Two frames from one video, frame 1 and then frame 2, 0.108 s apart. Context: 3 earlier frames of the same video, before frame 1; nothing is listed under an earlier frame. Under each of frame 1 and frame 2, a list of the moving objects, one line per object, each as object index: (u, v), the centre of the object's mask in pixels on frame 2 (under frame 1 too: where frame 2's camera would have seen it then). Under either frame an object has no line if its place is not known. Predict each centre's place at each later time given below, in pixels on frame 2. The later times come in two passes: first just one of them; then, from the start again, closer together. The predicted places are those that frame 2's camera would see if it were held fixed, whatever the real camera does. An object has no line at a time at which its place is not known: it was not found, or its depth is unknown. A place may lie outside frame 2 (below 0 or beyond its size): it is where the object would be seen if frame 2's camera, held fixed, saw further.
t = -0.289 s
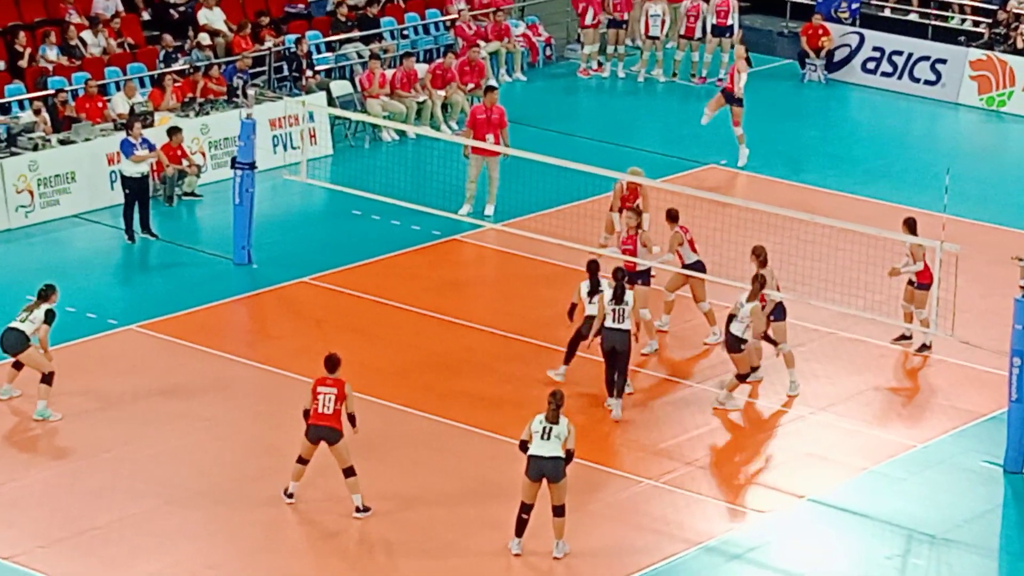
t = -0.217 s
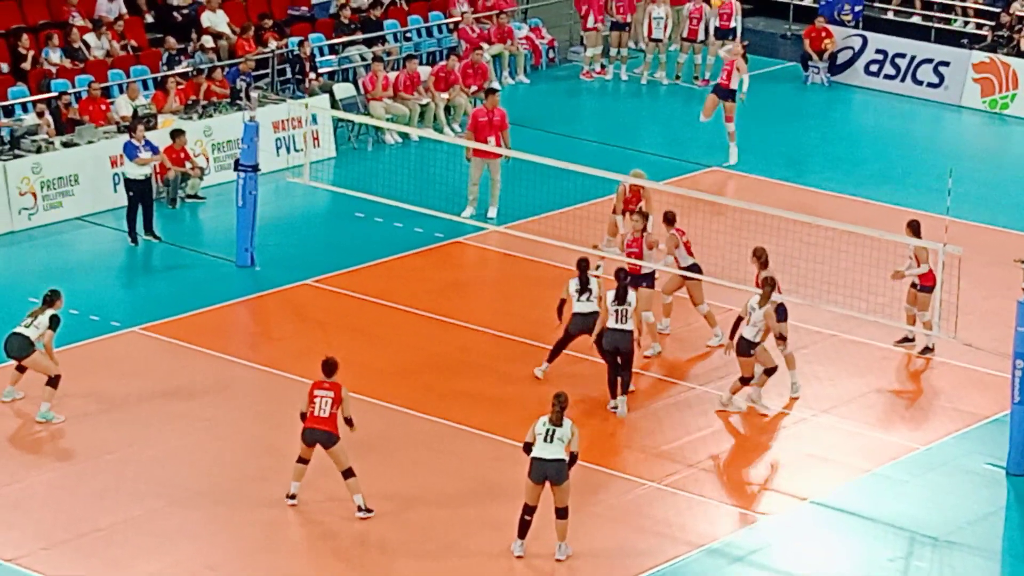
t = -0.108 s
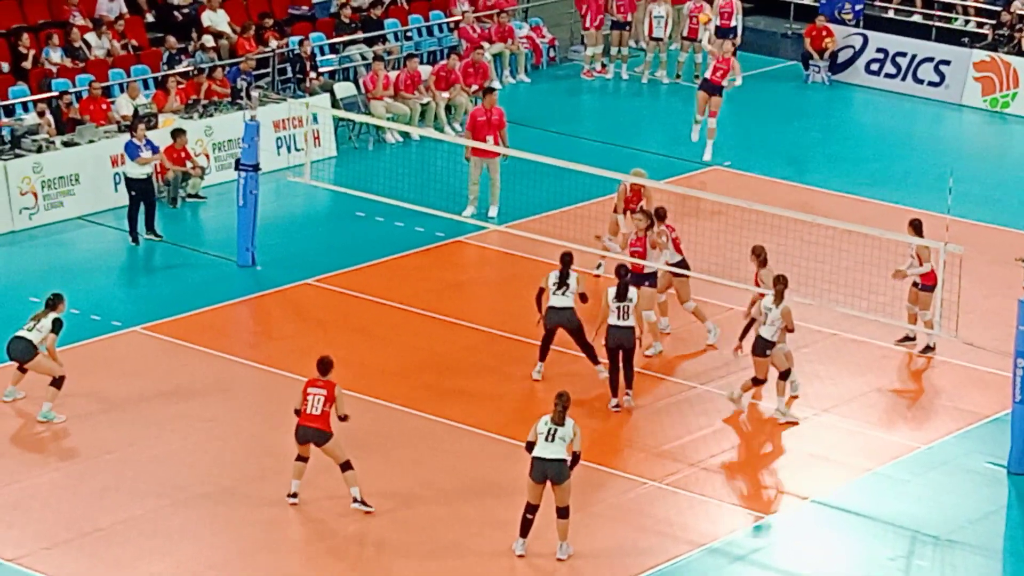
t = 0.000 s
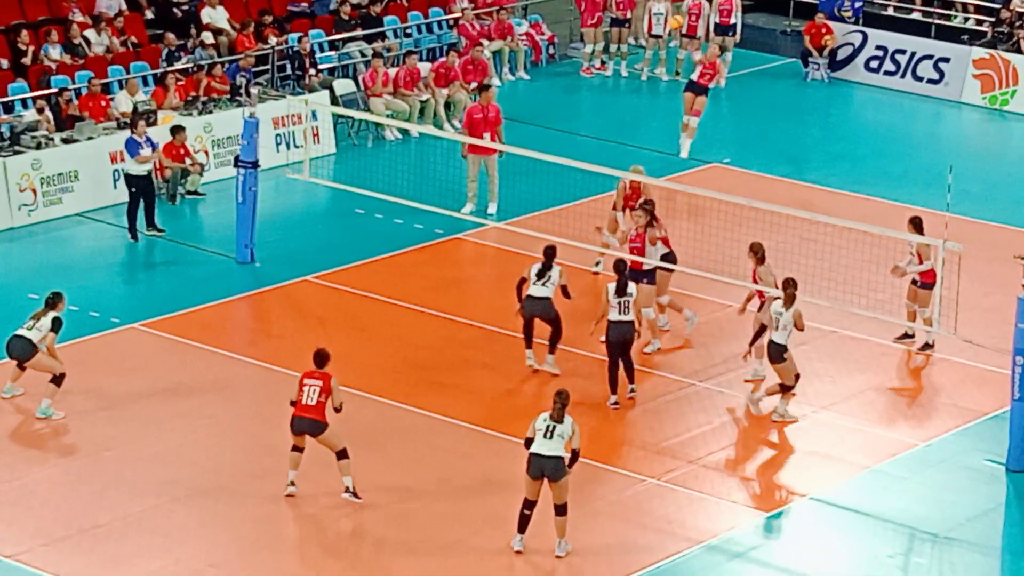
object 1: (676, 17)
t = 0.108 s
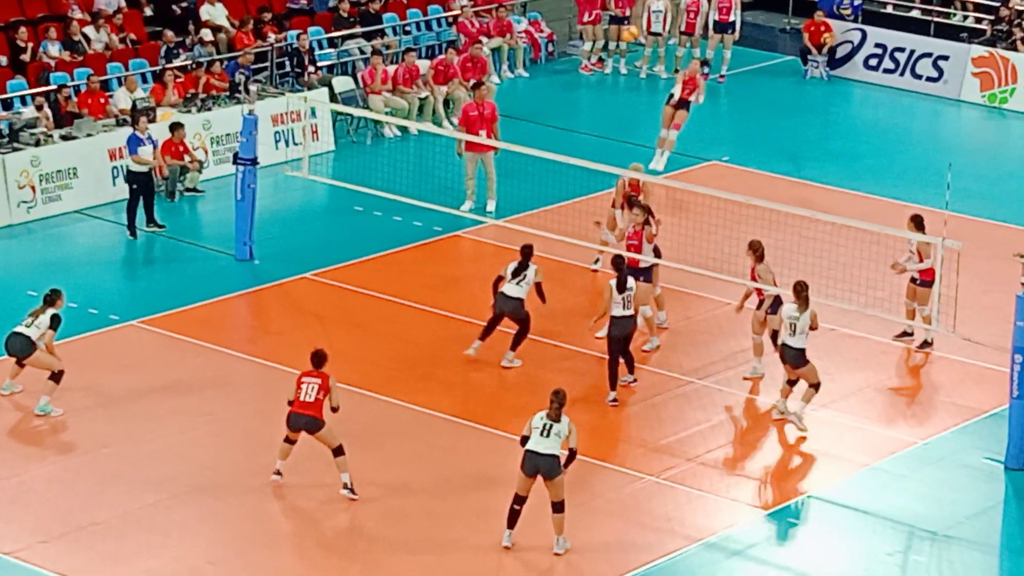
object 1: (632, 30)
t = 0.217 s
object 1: (597, 52)
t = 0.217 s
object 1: (597, 52)
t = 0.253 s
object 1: (581, 59)
